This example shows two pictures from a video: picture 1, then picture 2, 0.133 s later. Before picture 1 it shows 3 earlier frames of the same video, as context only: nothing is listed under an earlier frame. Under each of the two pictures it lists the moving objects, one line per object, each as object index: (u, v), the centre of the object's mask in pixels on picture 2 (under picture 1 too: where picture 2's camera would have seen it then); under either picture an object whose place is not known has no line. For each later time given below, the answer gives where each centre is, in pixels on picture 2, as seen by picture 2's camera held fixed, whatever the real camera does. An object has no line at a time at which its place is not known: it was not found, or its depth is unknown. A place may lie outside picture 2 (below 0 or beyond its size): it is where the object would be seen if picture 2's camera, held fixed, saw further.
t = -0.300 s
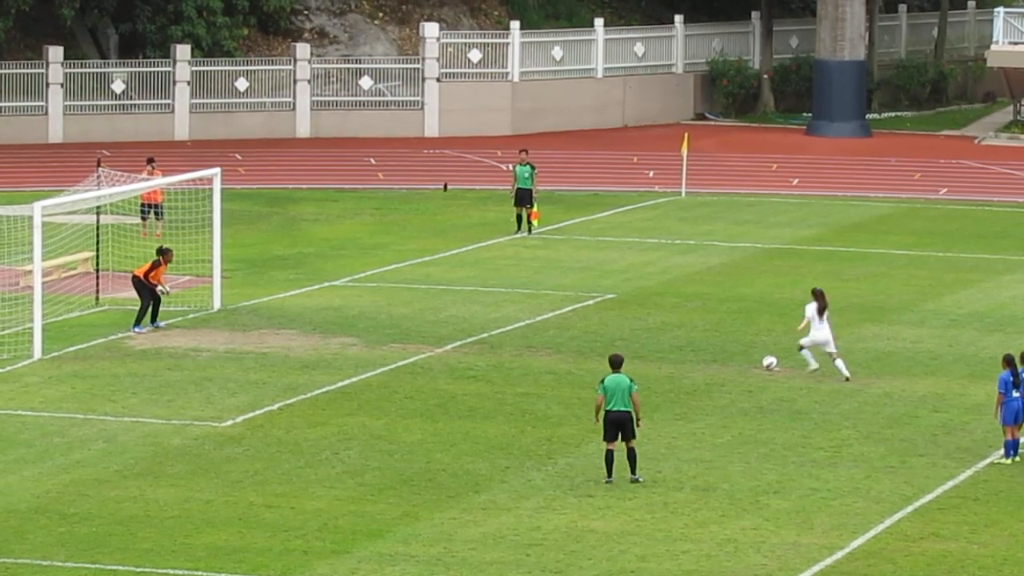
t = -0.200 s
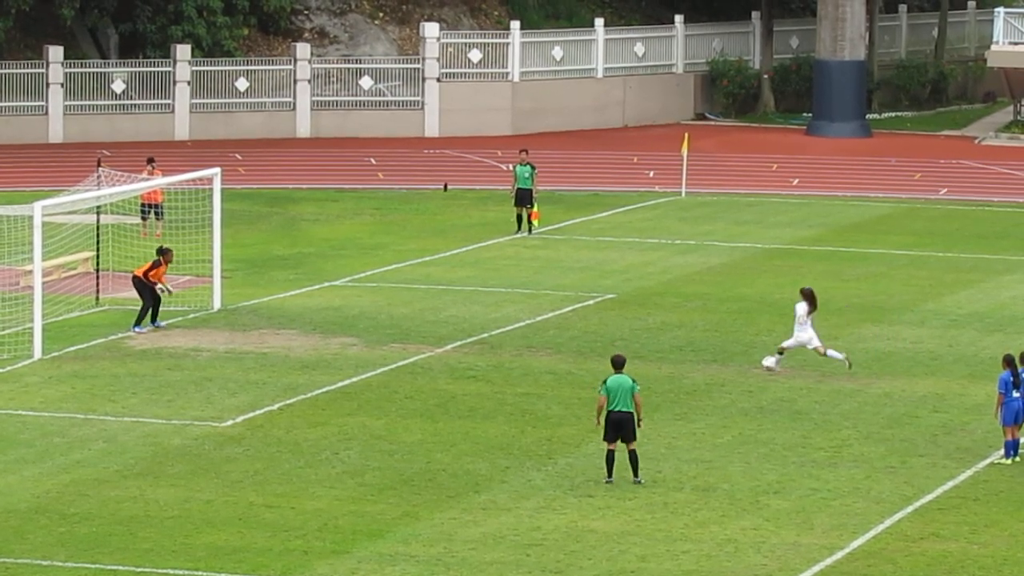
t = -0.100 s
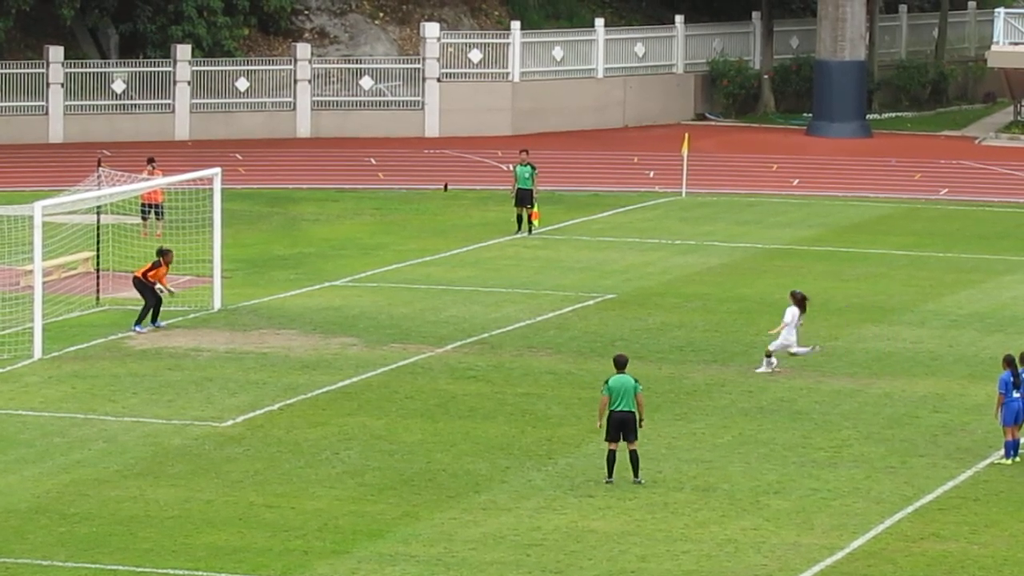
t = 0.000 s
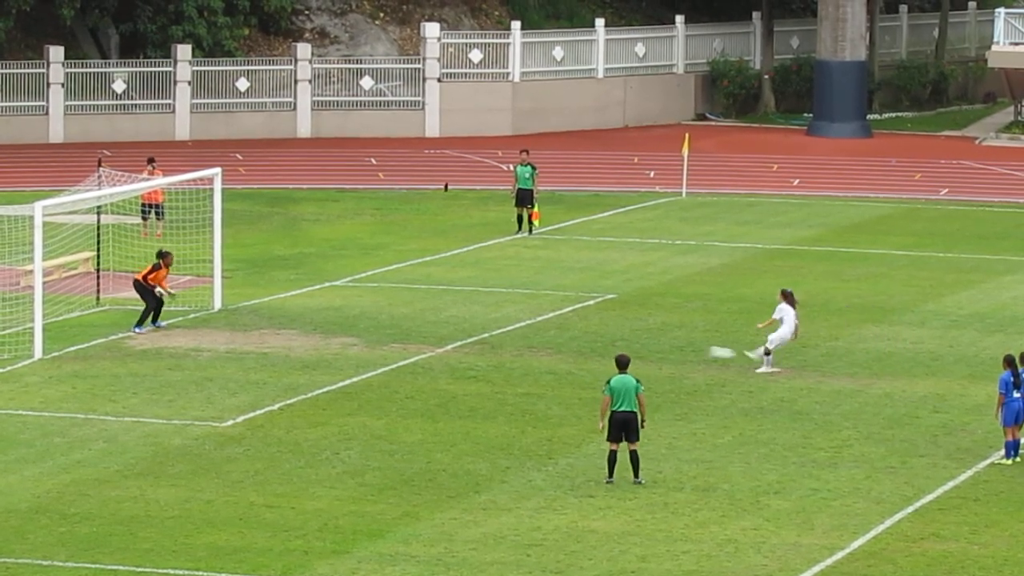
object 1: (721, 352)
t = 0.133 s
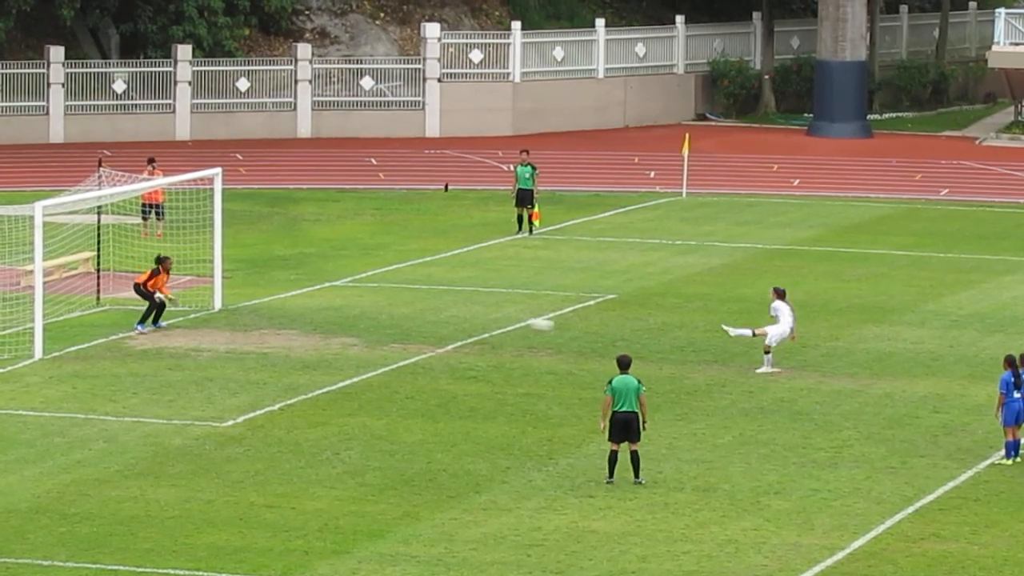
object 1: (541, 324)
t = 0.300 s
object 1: (326, 302)
